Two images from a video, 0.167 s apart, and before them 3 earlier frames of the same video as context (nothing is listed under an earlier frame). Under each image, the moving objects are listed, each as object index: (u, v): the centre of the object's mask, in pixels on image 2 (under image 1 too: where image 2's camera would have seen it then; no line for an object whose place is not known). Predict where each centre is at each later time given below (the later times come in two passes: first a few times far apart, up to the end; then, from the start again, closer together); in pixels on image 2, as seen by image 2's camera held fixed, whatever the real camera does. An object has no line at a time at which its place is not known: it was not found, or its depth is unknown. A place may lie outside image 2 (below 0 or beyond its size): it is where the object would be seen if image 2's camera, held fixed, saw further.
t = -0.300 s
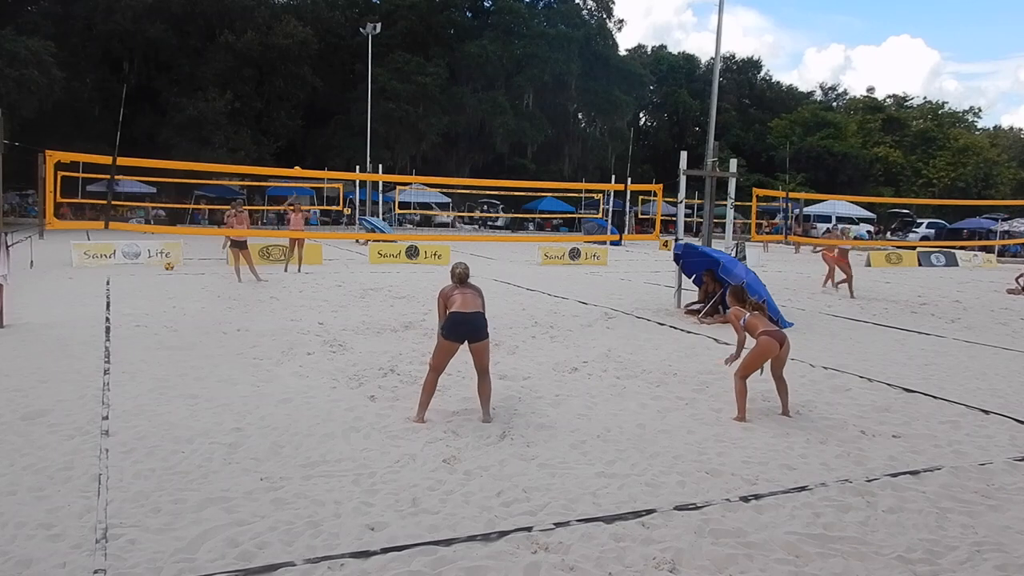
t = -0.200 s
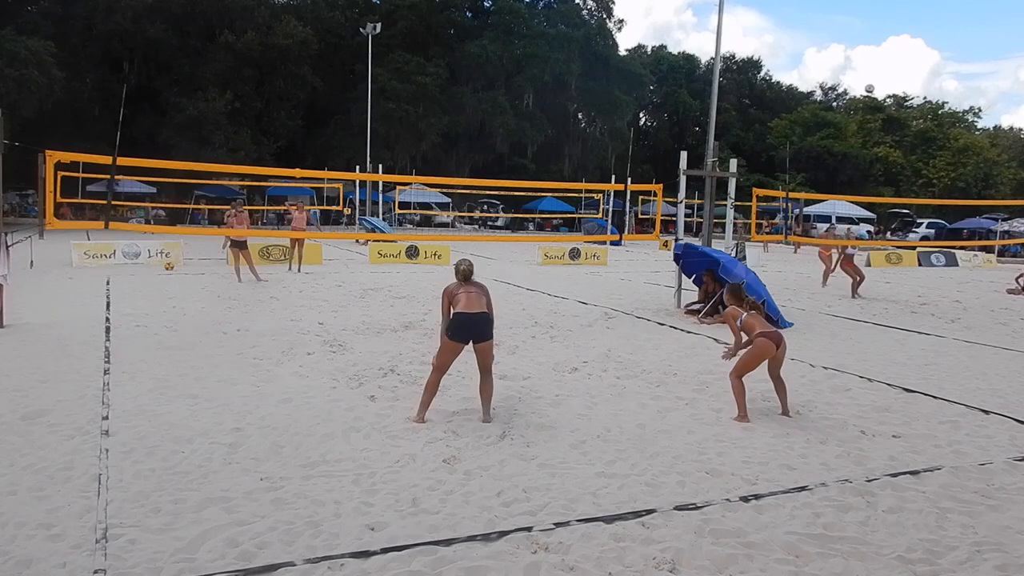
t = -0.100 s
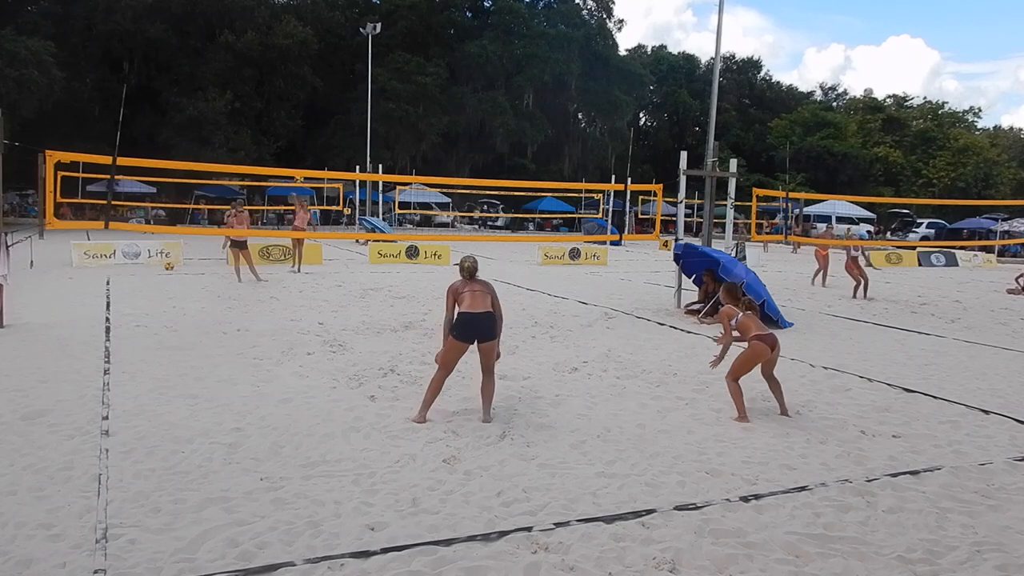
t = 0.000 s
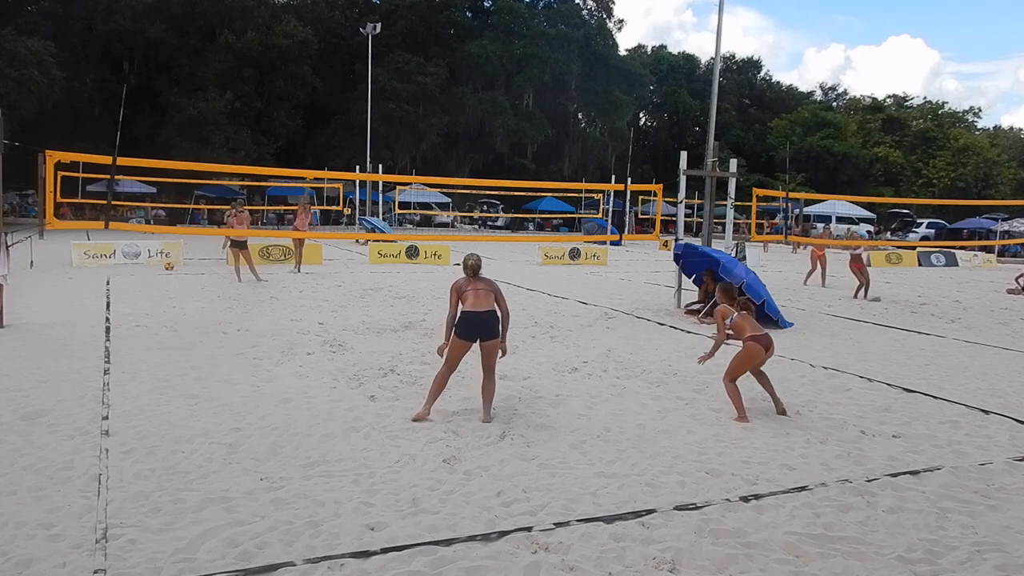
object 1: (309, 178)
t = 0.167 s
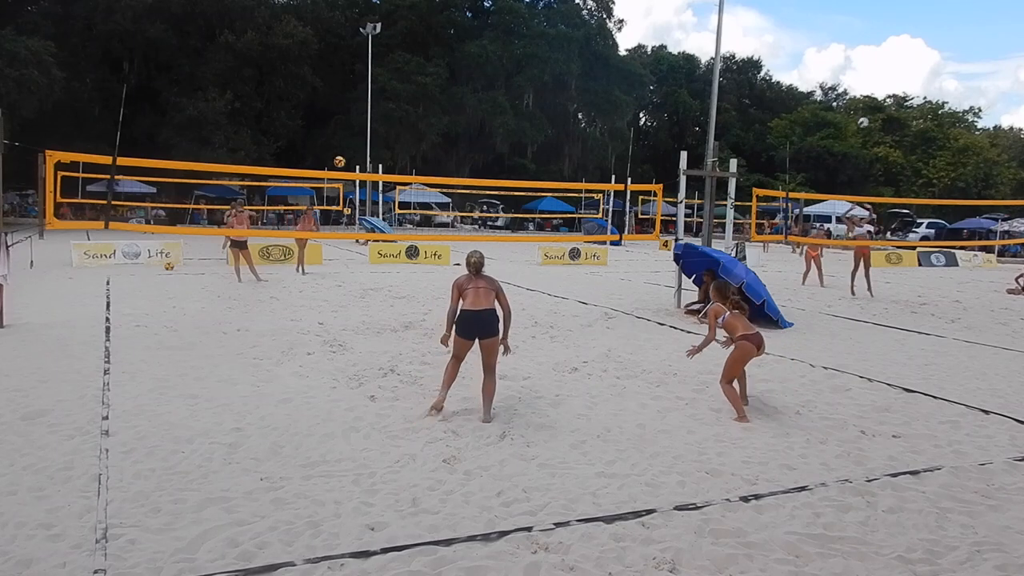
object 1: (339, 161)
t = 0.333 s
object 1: (377, 160)
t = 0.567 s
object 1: (420, 173)
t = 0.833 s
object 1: (440, 190)
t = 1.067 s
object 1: (456, 247)
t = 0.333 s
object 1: (377, 160)
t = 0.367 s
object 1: (384, 162)
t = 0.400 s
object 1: (393, 165)
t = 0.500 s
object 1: (416, 175)
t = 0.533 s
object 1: (418, 174)
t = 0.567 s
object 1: (420, 173)
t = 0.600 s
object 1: (423, 172)
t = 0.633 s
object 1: (425, 173)
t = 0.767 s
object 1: (435, 181)
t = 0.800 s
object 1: (437, 185)
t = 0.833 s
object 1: (440, 190)
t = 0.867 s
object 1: (442, 196)
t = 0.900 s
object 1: (445, 202)
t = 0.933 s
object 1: (447, 209)
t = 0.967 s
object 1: (450, 218)
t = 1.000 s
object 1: (452, 226)
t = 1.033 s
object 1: (454, 236)
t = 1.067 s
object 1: (456, 247)
